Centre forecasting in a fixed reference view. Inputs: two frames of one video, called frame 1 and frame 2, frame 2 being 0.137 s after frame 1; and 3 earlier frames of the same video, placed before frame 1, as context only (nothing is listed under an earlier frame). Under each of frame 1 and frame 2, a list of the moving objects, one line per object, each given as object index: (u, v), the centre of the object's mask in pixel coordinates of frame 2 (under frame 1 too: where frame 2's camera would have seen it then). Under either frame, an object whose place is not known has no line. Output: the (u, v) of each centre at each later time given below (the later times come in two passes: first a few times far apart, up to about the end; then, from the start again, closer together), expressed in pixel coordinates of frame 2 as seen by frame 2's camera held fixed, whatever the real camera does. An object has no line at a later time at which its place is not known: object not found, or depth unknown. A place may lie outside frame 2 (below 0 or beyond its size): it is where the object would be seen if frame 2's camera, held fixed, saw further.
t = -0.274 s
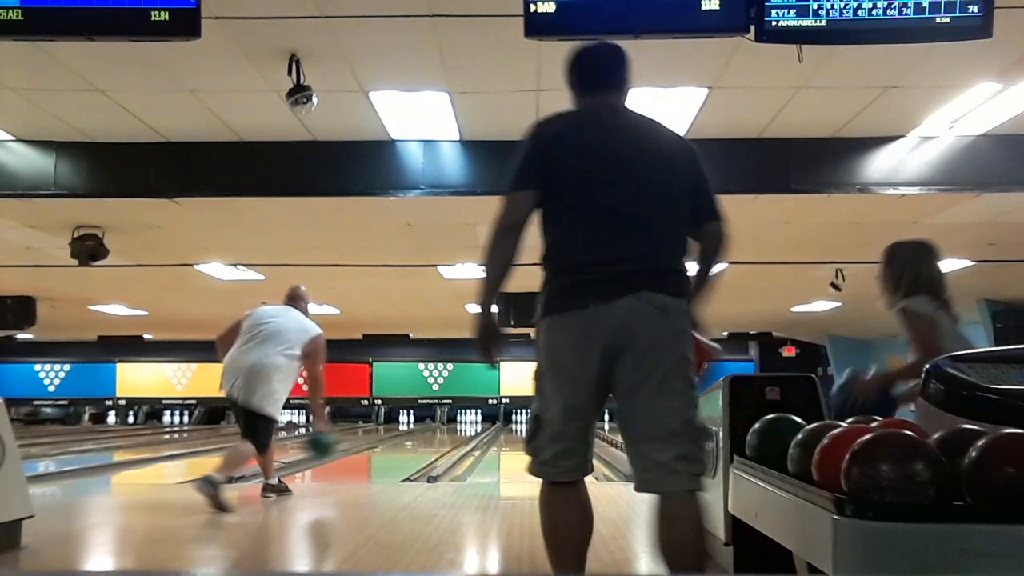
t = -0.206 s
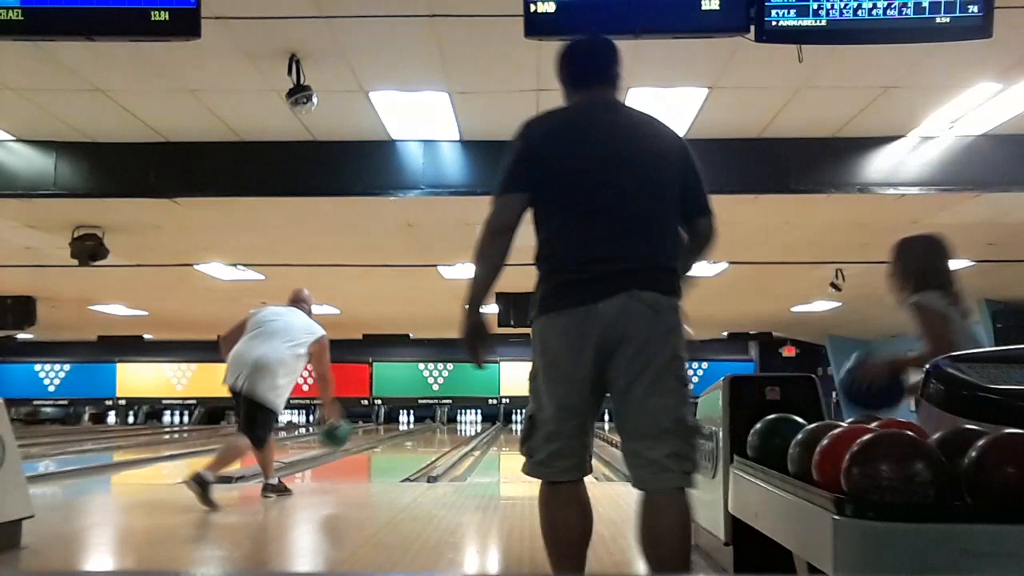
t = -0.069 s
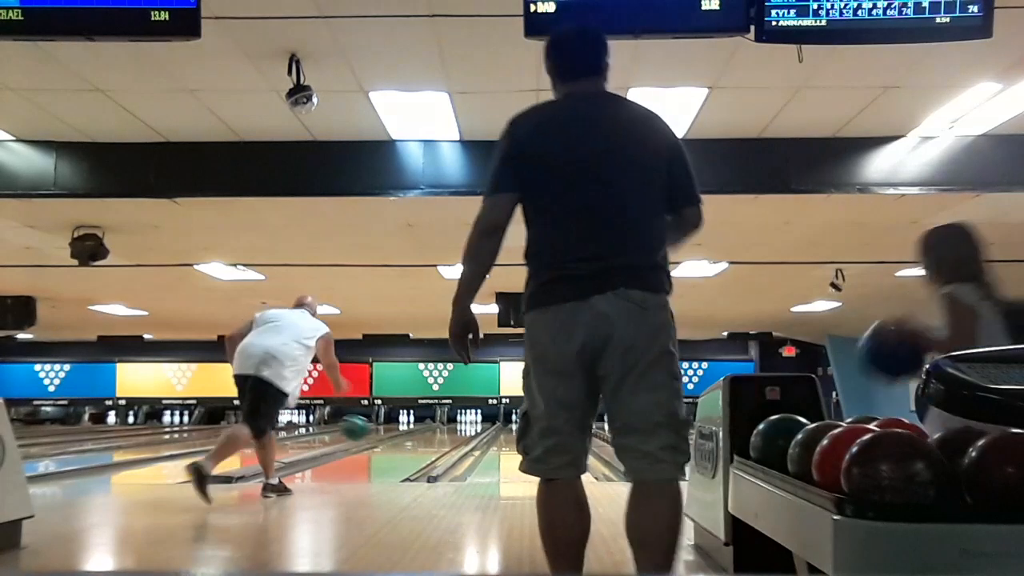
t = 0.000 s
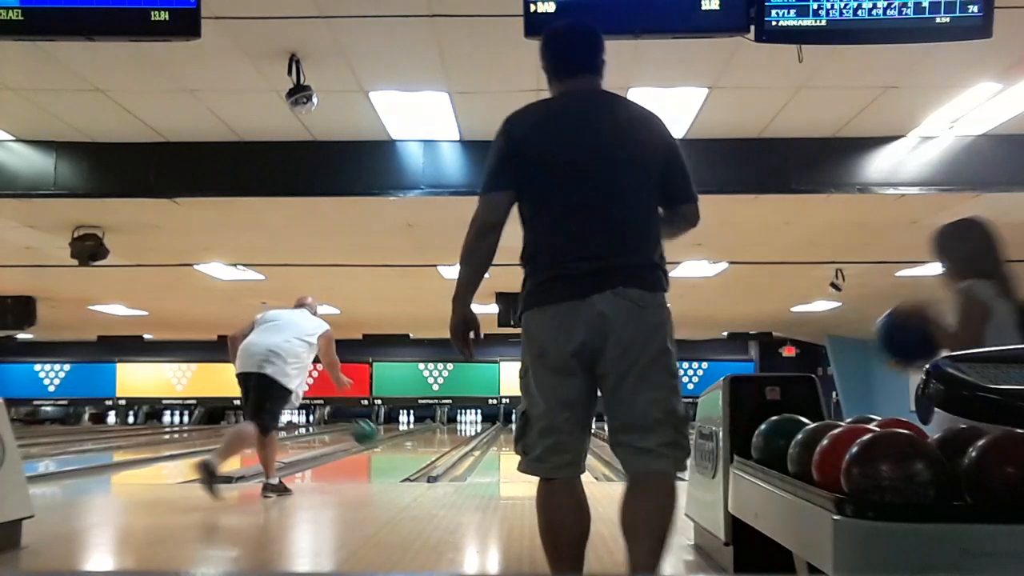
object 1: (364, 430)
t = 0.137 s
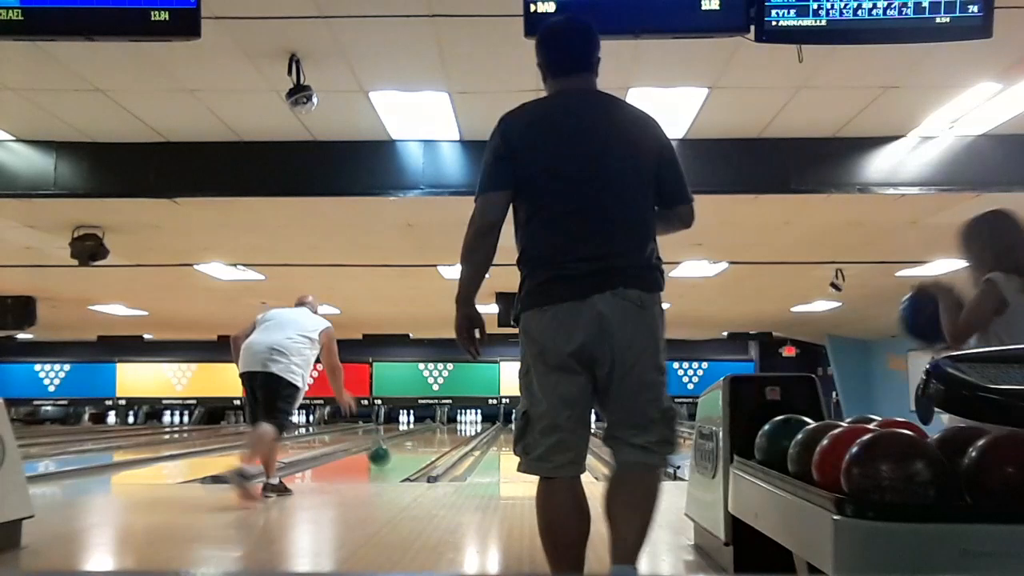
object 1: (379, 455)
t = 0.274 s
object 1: (390, 452)
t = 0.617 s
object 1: (413, 442)
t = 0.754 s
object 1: (419, 439)
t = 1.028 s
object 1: (429, 435)
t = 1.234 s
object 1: (436, 432)
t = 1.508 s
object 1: (443, 429)
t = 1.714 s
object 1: (449, 428)
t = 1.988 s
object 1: (453, 425)
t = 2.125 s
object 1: (455, 425)
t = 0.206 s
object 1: (385, 453)
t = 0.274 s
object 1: (390, 452)
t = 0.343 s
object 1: (395, 450)
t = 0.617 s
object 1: (413, 442)
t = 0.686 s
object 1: (416, 441)
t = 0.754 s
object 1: (419, 439)
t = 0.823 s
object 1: (422, 438)
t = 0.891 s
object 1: (425, 437)
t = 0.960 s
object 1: (428, 436)
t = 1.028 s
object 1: (429, 435)
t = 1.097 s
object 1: (432, 434)
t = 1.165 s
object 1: (434, 433)
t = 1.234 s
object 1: (436, 432)
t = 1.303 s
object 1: (438, 430)
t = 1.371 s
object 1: (440, 430)
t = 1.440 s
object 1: (442, 429)
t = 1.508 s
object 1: (443, 429)
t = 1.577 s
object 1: (445, 429)
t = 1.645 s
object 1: (446, 429)
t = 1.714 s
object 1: (449, 428)
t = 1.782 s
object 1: (450, 427)
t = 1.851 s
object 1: (451, 426)
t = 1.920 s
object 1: (452, 426)
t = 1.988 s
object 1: (453, 425)
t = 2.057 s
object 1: (454, 425)
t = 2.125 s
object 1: (455, 425)
